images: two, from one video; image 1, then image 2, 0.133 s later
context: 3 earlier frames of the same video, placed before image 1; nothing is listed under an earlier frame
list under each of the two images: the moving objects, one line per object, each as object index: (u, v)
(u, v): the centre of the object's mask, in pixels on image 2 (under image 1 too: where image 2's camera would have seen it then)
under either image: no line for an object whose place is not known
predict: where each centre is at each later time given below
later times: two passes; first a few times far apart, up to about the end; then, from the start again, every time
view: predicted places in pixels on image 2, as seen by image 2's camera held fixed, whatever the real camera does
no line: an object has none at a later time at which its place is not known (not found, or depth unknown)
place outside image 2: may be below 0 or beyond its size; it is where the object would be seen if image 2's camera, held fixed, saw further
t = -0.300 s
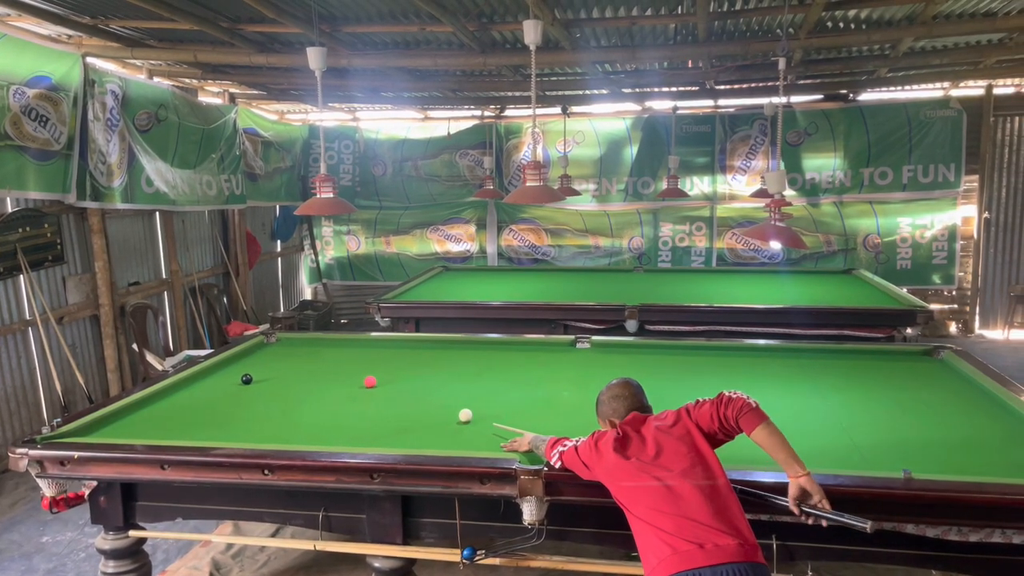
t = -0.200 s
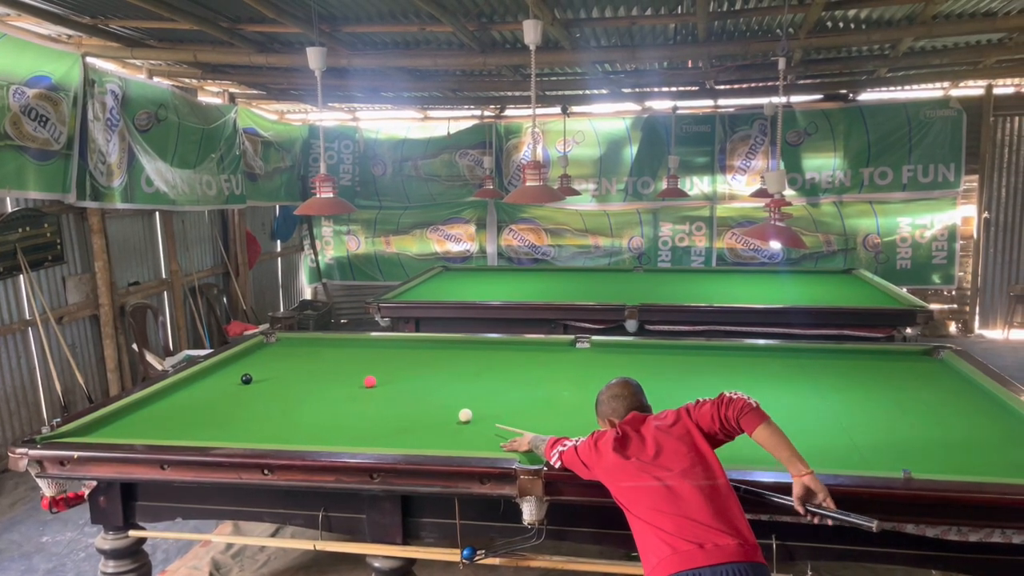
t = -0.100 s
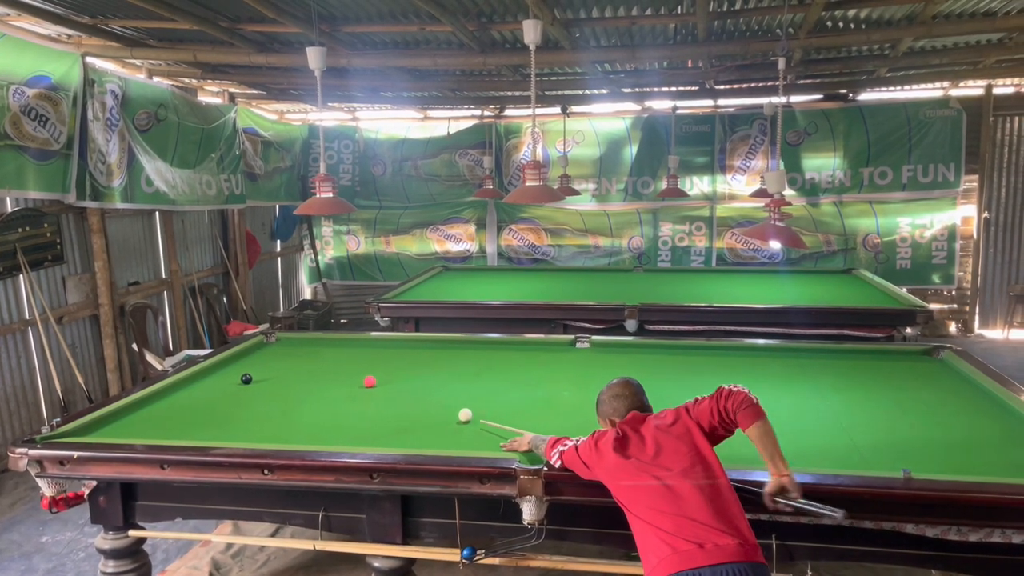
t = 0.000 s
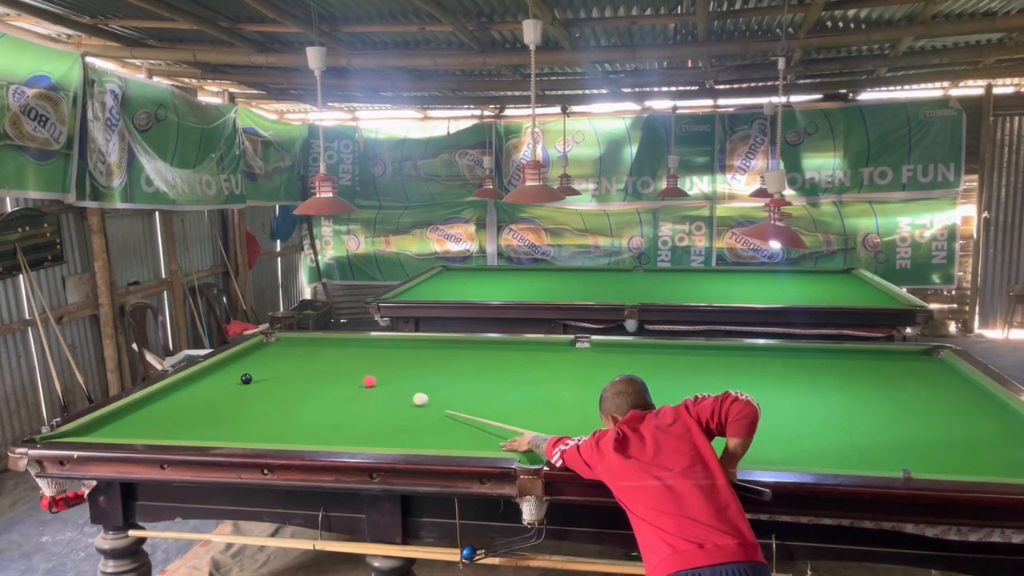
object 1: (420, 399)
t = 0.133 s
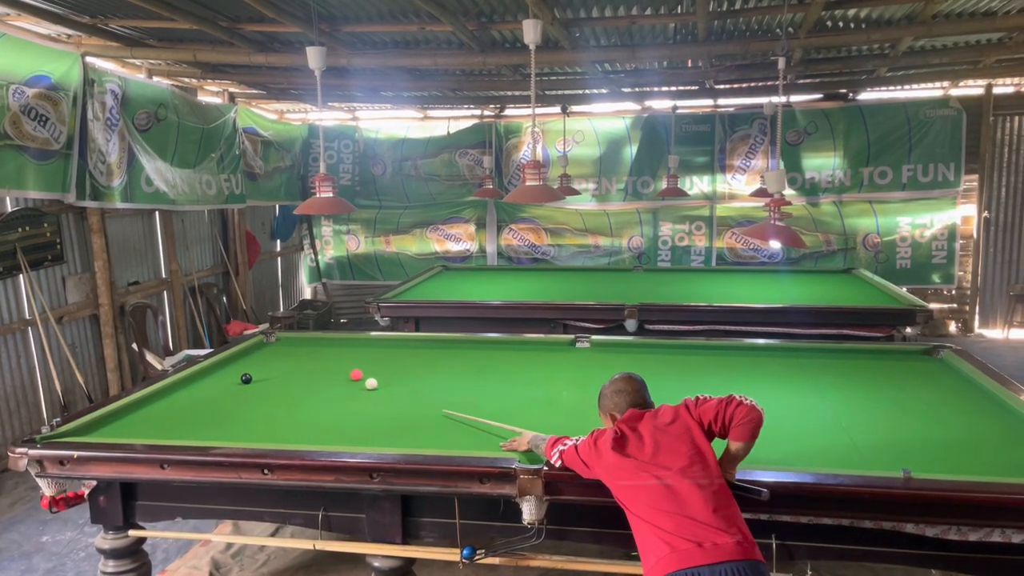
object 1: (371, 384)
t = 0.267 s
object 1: (361, 384)
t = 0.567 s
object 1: (340, 385)
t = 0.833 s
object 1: (323, 386)
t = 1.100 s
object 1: (309, 386)
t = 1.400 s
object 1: (295, 387)
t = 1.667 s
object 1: (285, 387)
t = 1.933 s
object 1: (278, 387)
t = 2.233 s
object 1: (272, 387)
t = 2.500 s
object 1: (269, 387)
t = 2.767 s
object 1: (268, 387)
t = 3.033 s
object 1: (268, 386)
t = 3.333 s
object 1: (268, 386)
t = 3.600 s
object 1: (268, 386)
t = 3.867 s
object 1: (268, 386)
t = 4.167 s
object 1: (269, 386)
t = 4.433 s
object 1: (269, 386)
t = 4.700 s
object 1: (269, 386)
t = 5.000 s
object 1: (269, 386)
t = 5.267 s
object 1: (269, 386)
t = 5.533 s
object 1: (268, 386)
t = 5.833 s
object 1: (268, 386)
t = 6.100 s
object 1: (268, 386)
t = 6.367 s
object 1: (268, 386)
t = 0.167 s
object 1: (368, 384)
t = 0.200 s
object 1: (366, 384)
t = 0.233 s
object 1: (363, 385)
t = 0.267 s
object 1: (361, 384)
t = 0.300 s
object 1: (358, 385)
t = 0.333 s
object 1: (356, 385)
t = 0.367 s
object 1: (353, 385)
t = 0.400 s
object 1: (351, 385)
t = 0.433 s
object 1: (348, 385)
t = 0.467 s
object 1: (346, 385)
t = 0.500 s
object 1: (344, 385)
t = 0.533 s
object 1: (342, 385)
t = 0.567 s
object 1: (340, 385)
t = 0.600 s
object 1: (337, 385)
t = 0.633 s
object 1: (335, 385)
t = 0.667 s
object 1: (333, 386)
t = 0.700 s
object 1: (331, 386)
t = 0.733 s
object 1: (329, 386)
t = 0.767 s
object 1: (327, 386)
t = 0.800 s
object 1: (325, 386)
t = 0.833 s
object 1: (323, 386)
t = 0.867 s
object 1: (321, 386)
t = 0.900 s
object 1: (319, 386)
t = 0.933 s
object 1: (317, 386)
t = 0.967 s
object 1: (316, 386)
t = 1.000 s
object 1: (314, 386)
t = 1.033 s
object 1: (312, 386)
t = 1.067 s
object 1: (311, 386)
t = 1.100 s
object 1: (309, 386)
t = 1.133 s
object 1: (307, 386)
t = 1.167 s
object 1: (306, 387)
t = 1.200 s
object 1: (304, 387)
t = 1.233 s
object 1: (302, 387)
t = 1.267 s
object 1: (301, 387)
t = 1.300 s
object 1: (299, 387)
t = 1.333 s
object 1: (298, 387)
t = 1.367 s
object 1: (296, 387)
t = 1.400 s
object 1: (295, 387)
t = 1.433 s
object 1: (294, 387)
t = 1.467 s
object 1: (292, 387)
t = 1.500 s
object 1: (291, 387)
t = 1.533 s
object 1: (290, 387)
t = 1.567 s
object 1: (289, 387)
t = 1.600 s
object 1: (288, 387)
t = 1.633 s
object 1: (286, 387)
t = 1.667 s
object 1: (285, 387)
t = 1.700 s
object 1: (284, 387)
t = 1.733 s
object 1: (283, 387)
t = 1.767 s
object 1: (282, 387)
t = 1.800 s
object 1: (282, 387)
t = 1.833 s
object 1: (281, 387)
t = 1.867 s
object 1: (279, 387)
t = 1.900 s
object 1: (279, 387)
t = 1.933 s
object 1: (278, 387)
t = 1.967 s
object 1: (277, 387)
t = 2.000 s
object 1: (276, 387)
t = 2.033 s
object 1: (275, 387)
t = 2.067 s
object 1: (275, 387)
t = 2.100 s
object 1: (274, 387)
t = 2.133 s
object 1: (274, 387)
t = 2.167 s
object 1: (273, 387)
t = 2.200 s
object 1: (273, 387)
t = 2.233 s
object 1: (272, 387)
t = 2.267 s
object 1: (272, 387)
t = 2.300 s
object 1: (271, 387)
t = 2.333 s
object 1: (271, 387)
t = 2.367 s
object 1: (271, 387)
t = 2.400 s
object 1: (270, 387)
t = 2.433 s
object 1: (270, 387)
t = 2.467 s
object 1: (269, 387)
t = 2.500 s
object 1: (269, 387)
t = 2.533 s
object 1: (269, 387)
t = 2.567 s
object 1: (269, 387)
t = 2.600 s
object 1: (269, 387)
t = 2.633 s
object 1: (268, 387)
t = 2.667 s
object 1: (269, 387)
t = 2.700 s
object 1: (268, 387)
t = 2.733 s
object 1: (268, 387)
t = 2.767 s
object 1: (268, 387)
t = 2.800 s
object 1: (268, 387)
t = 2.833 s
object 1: (268, 387)
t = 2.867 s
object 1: (268, 386)
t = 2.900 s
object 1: (268, 387)
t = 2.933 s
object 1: (268, 387)
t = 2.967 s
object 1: (268, 387)
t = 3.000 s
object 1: (268, 386)
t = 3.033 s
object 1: (268, 386)
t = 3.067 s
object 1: (268, 386)
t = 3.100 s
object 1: (268, 386)
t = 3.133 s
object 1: (268, 387)
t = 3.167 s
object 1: (268, 386)
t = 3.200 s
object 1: (268, 386)
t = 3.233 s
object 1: (268, 386)
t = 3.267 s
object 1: (268, 386)
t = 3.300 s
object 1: (268, 386)
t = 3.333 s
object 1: (268, 386)
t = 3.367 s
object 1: (268, 386)
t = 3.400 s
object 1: (268, 387)
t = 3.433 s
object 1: (268, 386)
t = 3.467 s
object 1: (268, 386)
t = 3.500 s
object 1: (268, 386)
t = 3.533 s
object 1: (268, 386)
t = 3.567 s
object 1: (268, 386)
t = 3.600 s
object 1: (268, 386)
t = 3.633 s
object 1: (268, 386)
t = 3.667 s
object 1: (268, 386)
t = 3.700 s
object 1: (268, 387)
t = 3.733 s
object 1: (268, 387)
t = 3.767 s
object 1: (268, 386)
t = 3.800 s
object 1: (268, 386)
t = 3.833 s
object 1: (268, 386)
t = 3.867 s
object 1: (268, 386)
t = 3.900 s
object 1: (269, 386)
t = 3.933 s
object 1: (268, 386)
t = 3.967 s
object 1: (268, 386)
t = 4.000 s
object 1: (268, 386)
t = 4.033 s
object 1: (268, 386)
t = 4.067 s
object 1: (269, 386)
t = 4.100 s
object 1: (269, 386)
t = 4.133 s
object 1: (269, 386)
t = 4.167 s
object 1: (269, 386)
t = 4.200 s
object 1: (269, 386)
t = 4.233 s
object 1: (269, 386)
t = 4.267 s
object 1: (269, 386)
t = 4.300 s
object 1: (269, 386)
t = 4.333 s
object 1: (269, 386)
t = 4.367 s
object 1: (269, 386)
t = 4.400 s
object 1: (269, 386)
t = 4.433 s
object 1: (269, 386)
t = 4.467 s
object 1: (269, 386)
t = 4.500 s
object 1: (269, 386)
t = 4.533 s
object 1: (269, 386)
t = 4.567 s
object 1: (269, 386)
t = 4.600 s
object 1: (269, 386)
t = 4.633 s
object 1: (269, 386)
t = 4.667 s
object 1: (269, 386)
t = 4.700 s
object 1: (269, 386)
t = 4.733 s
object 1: (269, 386)
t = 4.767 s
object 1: (269, 386)
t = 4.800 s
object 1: (269, 386)
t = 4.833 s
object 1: (269, 386)
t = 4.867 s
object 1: (268, 386)
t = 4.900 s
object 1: (269, 386)
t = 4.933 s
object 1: (269, 386)
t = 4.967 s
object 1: (269, 386)
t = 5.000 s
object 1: (269, 386)
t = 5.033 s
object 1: (269, 386)
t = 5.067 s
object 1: (269, 386)
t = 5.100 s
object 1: (269, 386)
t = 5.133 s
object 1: (269, 386)
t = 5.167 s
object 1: (269, 386)
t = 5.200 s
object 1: (269, 386)
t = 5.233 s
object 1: (269, 386)
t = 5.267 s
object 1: (269, 386)
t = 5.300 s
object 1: (269, 386)
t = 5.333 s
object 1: (269, 386)
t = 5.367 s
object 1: (269, 386)
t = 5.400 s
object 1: (269, 386)
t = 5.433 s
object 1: (268, 386)
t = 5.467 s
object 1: (269, 386)
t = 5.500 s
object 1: (268, 386)
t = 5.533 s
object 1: (268, 386)
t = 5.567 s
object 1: (268, 386)
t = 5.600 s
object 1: (268, 386)
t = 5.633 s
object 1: (268, 386)
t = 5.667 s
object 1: (268, 386)
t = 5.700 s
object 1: (268, 386)
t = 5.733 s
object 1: (268, 386)
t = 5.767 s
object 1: (268, 386)
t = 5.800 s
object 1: (268, 386)
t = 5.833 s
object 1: (268, 386)
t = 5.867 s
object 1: (268, 386)
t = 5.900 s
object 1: (268, 386)
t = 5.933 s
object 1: (268, 386)
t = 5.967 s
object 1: (268, 386)
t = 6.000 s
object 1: (268, 386)
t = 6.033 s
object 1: (268, 386)
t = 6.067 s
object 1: (268, 386)
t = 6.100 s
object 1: (268, 386)
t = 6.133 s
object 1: (268, 386)
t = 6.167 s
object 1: (268, 386)
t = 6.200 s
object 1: (268, 386)
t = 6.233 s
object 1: (268, 386)
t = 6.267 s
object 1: (268, 386)
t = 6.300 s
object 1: (268, 386)
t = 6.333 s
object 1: (268, 386)
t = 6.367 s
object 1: (268, 386)
